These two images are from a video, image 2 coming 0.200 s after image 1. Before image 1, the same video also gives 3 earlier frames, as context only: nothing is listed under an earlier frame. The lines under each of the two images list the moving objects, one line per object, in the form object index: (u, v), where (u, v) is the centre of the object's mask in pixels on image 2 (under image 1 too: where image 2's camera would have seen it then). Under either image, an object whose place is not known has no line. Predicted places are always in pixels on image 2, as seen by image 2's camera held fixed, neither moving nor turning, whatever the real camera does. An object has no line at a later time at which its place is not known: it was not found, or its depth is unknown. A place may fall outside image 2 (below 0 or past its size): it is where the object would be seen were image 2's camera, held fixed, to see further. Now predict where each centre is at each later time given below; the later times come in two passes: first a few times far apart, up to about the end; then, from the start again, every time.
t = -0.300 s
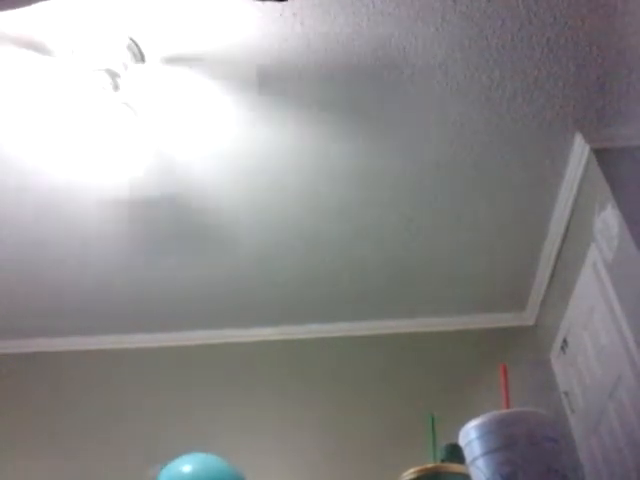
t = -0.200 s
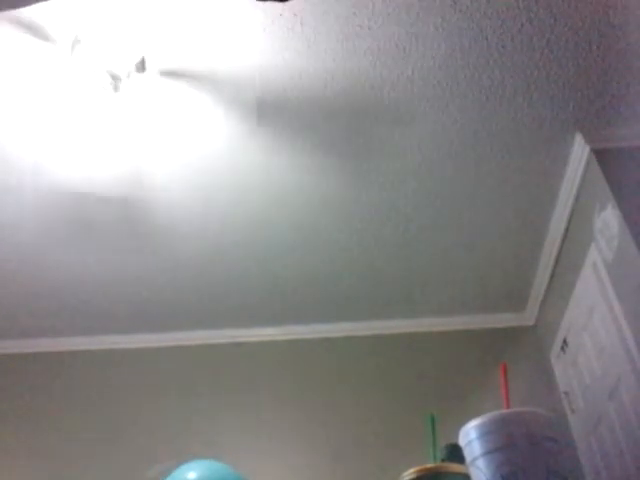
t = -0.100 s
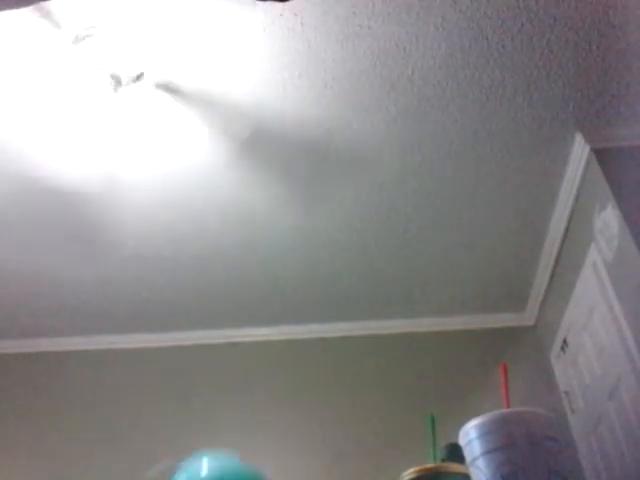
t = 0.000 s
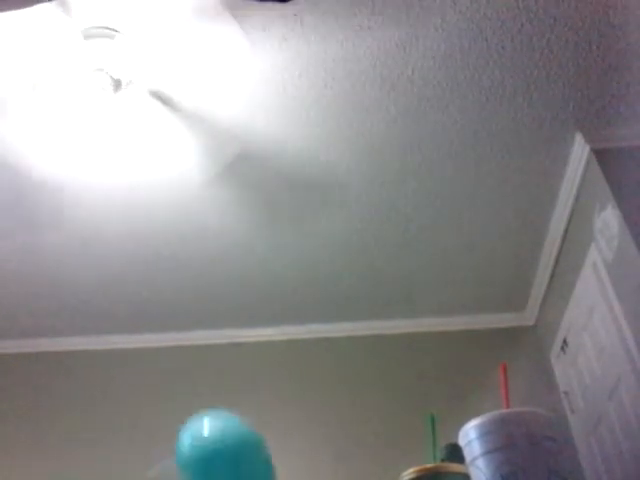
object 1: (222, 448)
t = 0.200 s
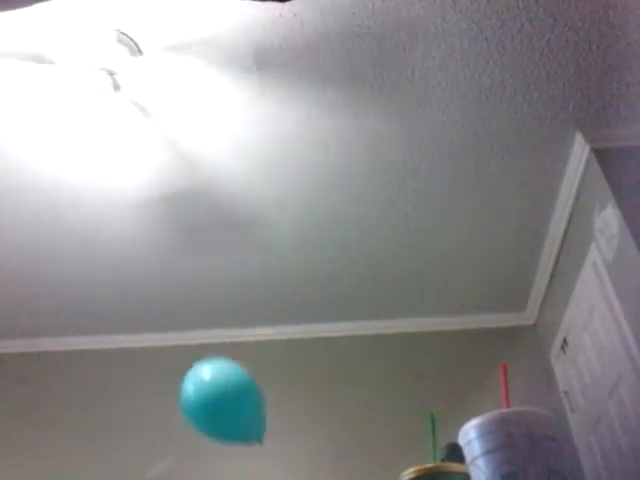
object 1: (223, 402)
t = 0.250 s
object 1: (221, 393)
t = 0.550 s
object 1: (195, 374)
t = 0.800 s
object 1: (171, 410)
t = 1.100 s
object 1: (186, 463)
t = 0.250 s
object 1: (221, 393)
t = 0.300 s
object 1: (218, 386)
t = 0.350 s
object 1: (214, 380)
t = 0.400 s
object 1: (210, 376)
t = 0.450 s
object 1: (205, 374)
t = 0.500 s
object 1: (200, 373)
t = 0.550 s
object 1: (195, 374)
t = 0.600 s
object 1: (189, 378)
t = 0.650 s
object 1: (185, 383)
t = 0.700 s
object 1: (180, 390)
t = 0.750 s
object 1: (175, 399)
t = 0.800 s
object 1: (171, 410)
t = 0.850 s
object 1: (168, 422)
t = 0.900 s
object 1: (166, 433)
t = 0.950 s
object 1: (166, 443)
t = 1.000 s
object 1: (166, 452)
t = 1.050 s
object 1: (172, 461)
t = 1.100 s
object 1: (186, 463)
